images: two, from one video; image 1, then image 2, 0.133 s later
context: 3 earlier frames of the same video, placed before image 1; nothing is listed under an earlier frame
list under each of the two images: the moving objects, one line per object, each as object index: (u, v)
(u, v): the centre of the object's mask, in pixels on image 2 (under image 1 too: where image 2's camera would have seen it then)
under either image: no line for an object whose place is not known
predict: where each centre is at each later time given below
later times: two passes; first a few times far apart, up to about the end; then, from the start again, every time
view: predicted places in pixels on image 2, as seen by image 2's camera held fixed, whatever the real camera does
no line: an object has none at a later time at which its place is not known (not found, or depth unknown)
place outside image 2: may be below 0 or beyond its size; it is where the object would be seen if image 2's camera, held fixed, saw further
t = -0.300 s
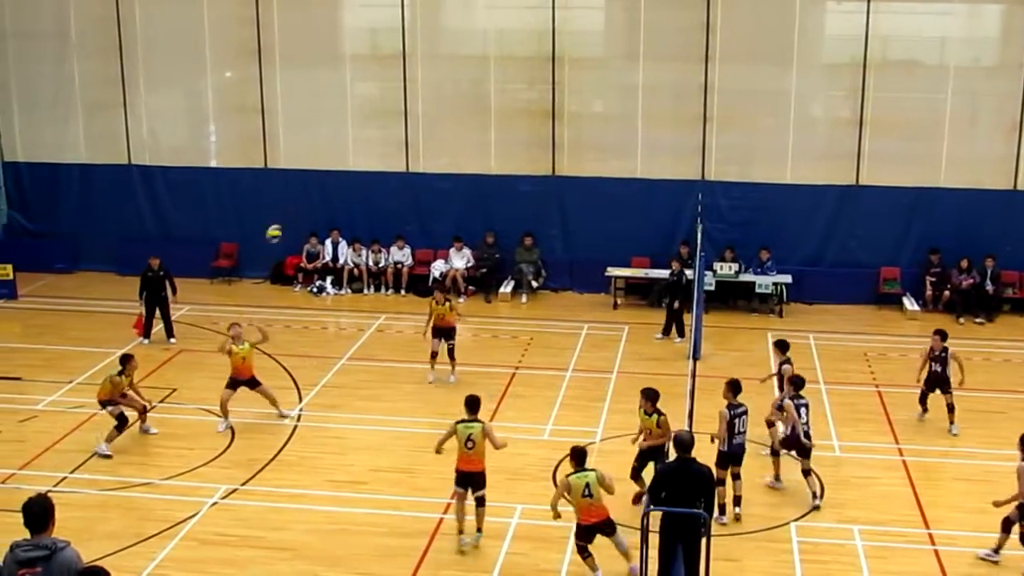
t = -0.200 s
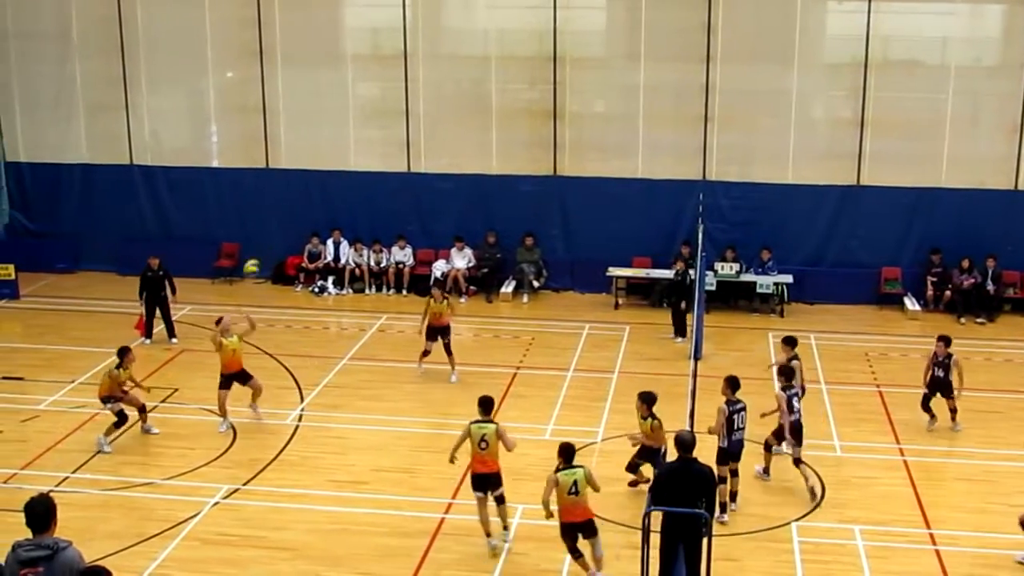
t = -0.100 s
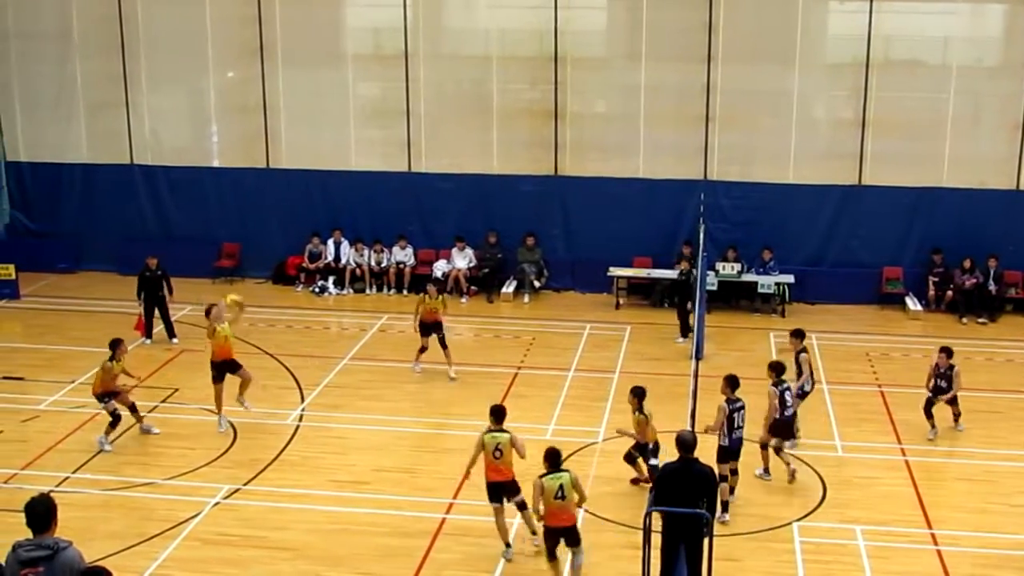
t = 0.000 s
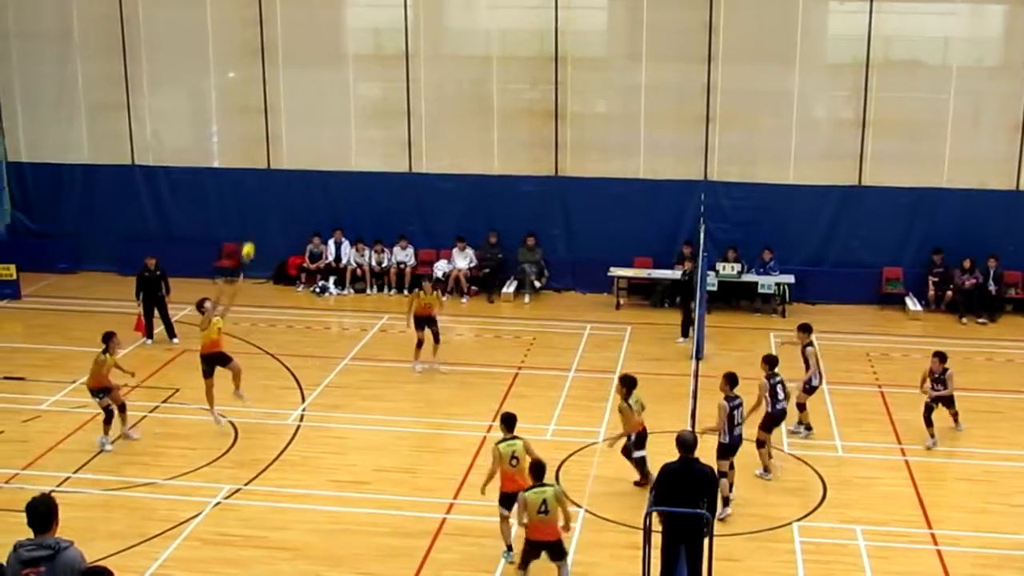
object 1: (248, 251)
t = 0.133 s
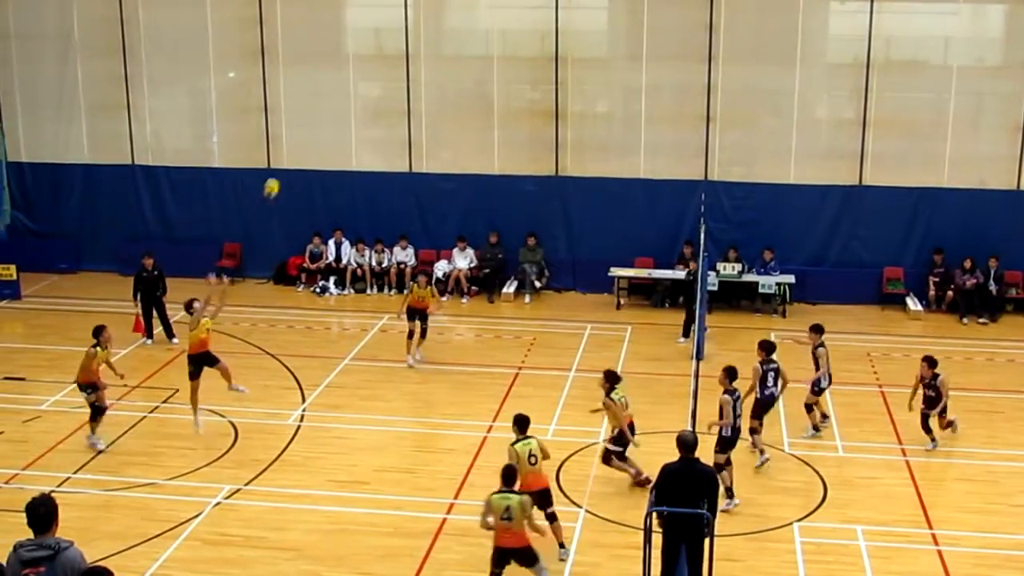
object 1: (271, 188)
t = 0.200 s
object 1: (286, 160)
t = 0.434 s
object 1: (331, 84)
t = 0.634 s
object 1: (371, 49)
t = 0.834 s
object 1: (413, 44)
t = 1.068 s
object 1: (463, 79)
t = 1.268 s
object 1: (504, 144)
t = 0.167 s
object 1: (278, 174)
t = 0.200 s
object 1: (286, 160)
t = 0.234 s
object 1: (292, 146)
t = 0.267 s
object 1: (299, 134)
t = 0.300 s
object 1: (304, 122)
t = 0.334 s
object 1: (312, 111)
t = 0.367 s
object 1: (317, 102)
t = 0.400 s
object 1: (325, 93)
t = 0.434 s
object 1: (331, 84)
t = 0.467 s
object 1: (337, 75)
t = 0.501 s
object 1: (344, 68)
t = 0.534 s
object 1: (350, 62)
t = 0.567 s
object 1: (357, 58)
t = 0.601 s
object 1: (364, 53)
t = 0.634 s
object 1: (371, 49)
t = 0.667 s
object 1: (377, 46)
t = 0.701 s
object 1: (384, 43)
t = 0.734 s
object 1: (391, 43)
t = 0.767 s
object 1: (398, 42)
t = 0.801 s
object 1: (406, 42)
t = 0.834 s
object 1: (413, 44)
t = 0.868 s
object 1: (420, 47)
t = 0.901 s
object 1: (428, 49)
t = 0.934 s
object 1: (435, 54)
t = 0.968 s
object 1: (442, 60)
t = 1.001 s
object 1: (449, 66)
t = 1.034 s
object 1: (456, 72)
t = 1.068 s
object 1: (463, 79)
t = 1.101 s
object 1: (470, 88)
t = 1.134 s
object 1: (476, 98)
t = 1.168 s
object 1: (483, 109)
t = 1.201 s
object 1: (491, 121)
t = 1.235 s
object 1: (497, 132)
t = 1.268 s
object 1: (504, 144)
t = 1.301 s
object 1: (510, 157)
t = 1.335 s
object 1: (516, 173)
